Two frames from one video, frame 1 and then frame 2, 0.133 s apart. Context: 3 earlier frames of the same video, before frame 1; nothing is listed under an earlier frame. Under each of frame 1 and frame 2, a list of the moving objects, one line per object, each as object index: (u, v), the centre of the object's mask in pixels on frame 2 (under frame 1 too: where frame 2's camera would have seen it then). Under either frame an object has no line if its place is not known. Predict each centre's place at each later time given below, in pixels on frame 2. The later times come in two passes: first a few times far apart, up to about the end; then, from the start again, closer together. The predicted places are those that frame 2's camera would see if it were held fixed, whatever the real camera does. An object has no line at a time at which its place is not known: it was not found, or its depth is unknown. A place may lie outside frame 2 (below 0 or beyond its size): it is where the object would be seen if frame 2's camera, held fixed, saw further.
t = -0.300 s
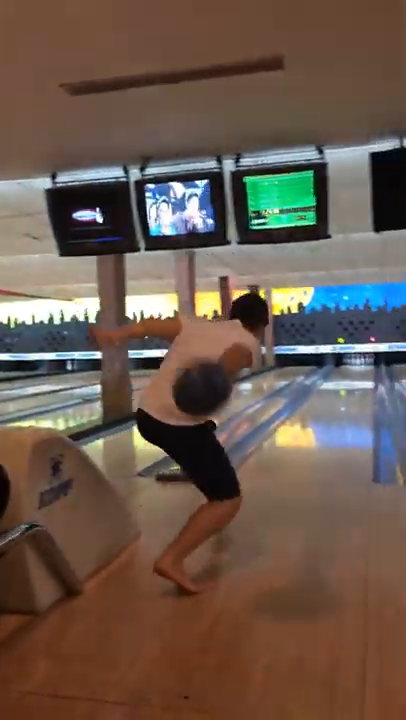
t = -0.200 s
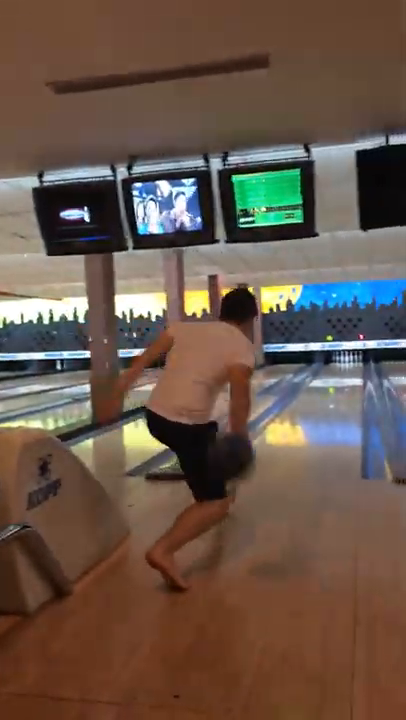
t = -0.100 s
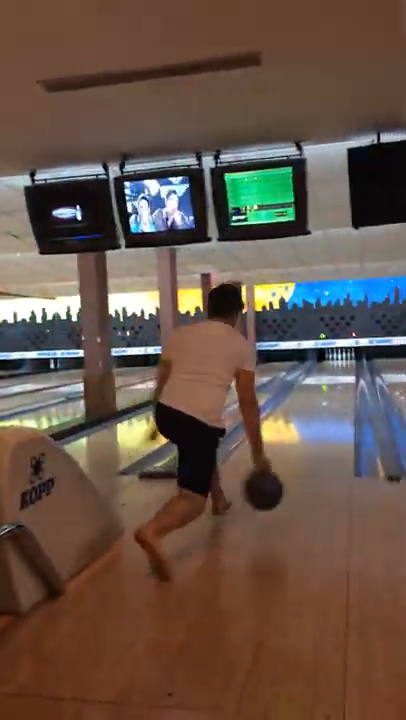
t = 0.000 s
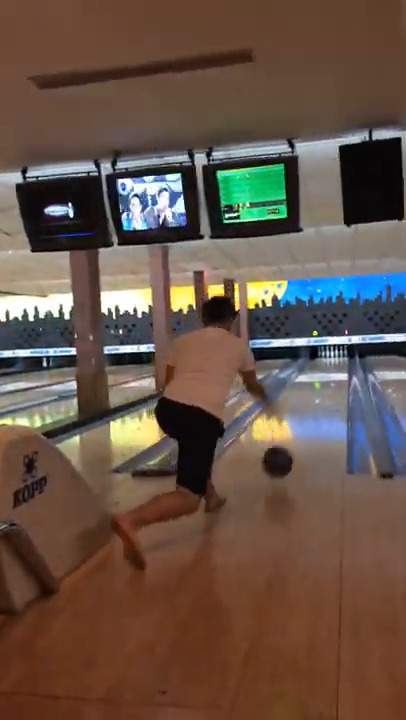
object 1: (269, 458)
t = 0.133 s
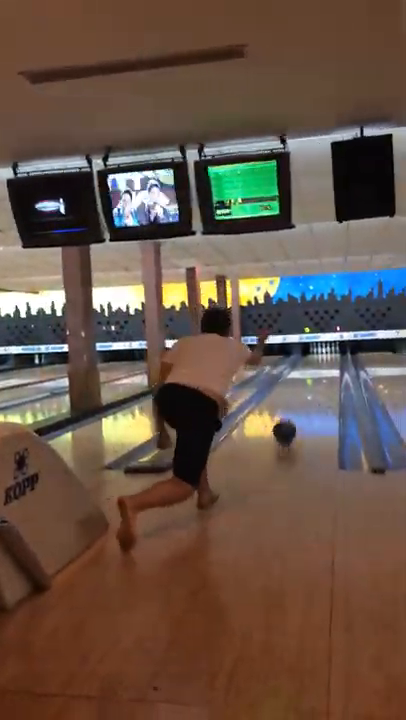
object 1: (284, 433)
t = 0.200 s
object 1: (289, 420)
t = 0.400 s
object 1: (299, 397)
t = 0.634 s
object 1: (305, 381)
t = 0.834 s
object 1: (309, 372)
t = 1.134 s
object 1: (314, 365)
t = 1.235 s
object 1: (314, 362)
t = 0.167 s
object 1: (287, 426)
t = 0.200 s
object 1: (289, 420)
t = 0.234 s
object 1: (291, 415)
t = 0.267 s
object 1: (293, 410)
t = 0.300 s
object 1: (295, 406)
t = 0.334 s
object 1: (296, 403)
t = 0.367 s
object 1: (298, 400)
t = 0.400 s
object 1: (299, 397)
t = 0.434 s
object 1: (300, 394)
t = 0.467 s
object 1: (301, 392)
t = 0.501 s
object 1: (302, 389)
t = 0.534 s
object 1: (303, 387)
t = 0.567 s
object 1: (304, 385)
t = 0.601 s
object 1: (305, 383)
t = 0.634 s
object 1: (305, 381)
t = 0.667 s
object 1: (306, 379)
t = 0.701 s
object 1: (307, 377)
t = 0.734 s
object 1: (307, 376)
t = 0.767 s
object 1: (308, 375)
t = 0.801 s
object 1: (308, 374)
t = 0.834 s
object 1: (309, 372)
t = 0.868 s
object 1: (310, 371)
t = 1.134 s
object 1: (314, 365)
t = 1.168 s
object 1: (314, 363)
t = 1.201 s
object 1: (314, 362)
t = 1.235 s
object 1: (314, 362)
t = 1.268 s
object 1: (314, 360)
